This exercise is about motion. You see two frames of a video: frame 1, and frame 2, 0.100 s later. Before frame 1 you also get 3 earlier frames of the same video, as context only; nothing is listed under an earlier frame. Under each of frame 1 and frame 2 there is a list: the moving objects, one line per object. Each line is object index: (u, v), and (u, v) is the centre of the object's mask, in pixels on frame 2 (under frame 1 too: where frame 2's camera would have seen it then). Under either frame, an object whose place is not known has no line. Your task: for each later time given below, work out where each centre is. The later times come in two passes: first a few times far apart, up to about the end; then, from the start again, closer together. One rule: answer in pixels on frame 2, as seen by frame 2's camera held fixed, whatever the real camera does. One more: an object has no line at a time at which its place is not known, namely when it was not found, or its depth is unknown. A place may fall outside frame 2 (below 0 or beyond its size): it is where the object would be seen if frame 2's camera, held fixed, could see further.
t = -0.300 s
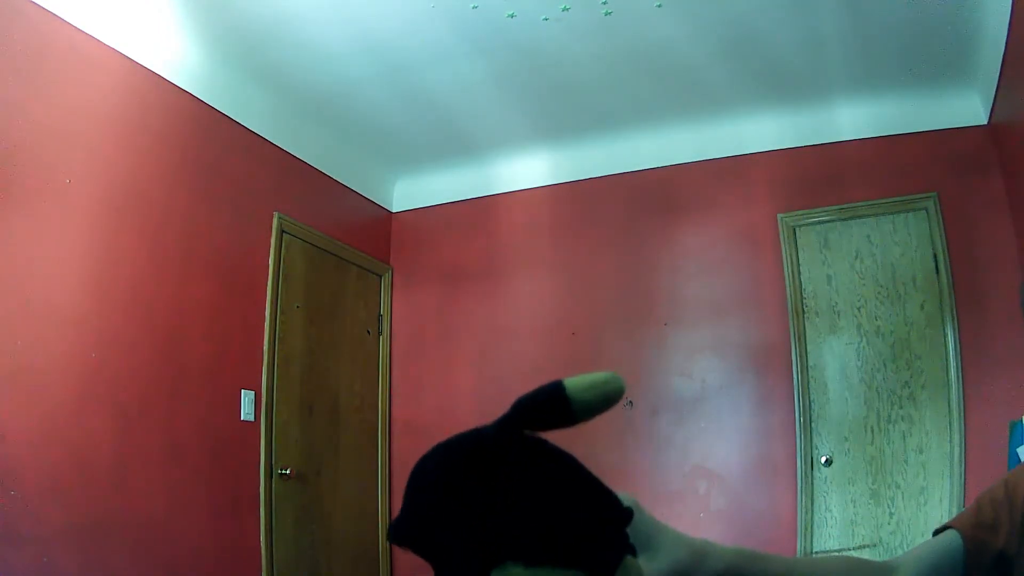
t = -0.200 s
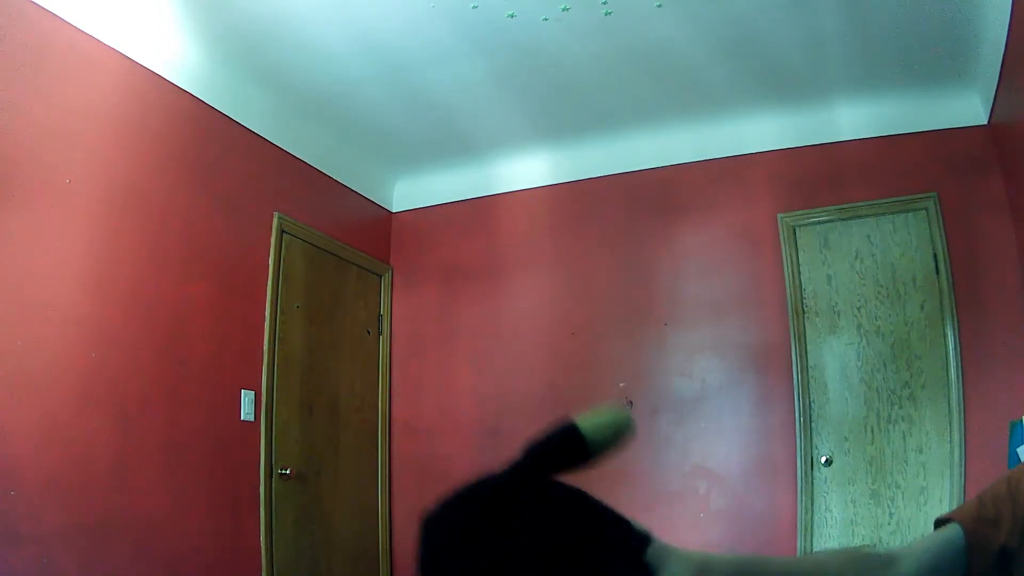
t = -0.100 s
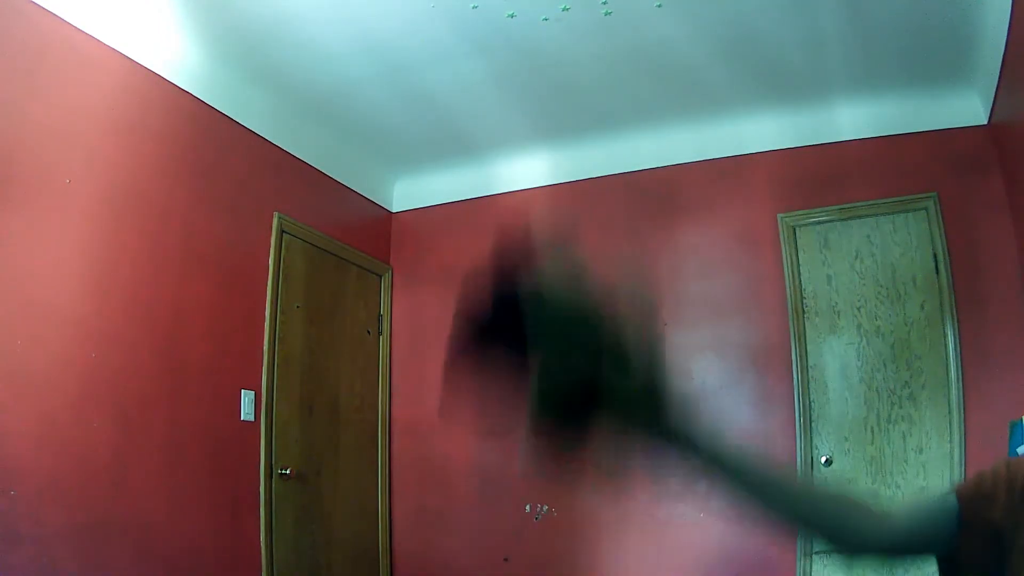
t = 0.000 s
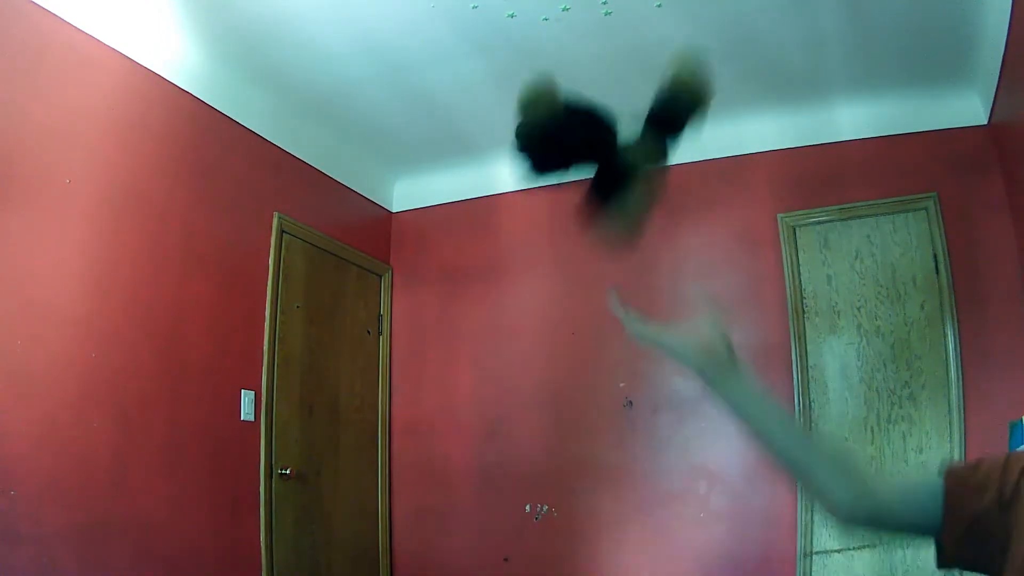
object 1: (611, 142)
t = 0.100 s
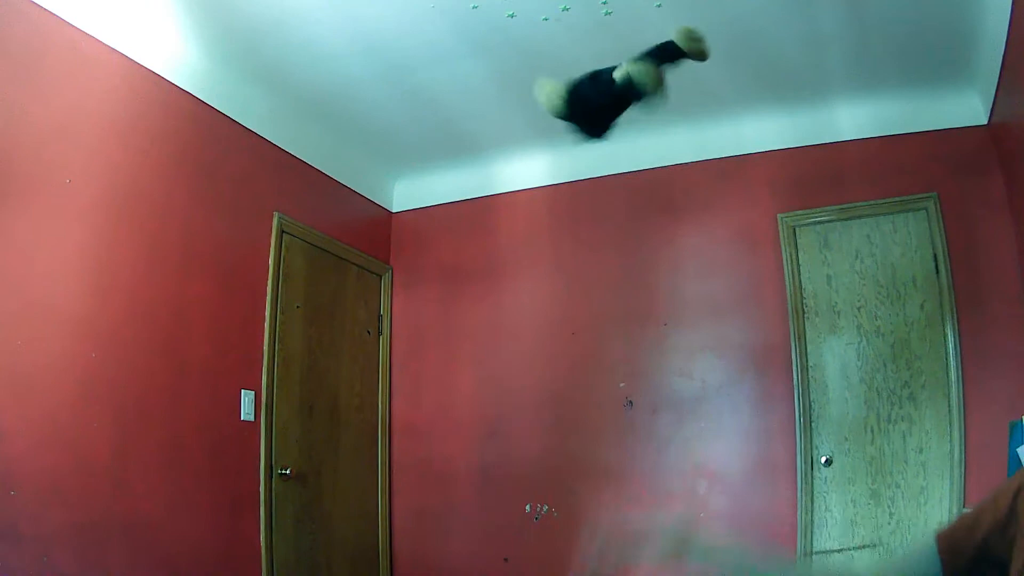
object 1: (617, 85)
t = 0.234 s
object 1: (638, 109)
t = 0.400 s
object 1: (651, 198)
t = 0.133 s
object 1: (620, 87)
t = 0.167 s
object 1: (627, 90)
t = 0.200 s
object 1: (633, 97)
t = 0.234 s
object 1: (638, 109)
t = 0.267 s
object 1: (641, 128)
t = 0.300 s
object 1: (646, 150)
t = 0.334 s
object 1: (651, 178)
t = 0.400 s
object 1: (651, 198)
